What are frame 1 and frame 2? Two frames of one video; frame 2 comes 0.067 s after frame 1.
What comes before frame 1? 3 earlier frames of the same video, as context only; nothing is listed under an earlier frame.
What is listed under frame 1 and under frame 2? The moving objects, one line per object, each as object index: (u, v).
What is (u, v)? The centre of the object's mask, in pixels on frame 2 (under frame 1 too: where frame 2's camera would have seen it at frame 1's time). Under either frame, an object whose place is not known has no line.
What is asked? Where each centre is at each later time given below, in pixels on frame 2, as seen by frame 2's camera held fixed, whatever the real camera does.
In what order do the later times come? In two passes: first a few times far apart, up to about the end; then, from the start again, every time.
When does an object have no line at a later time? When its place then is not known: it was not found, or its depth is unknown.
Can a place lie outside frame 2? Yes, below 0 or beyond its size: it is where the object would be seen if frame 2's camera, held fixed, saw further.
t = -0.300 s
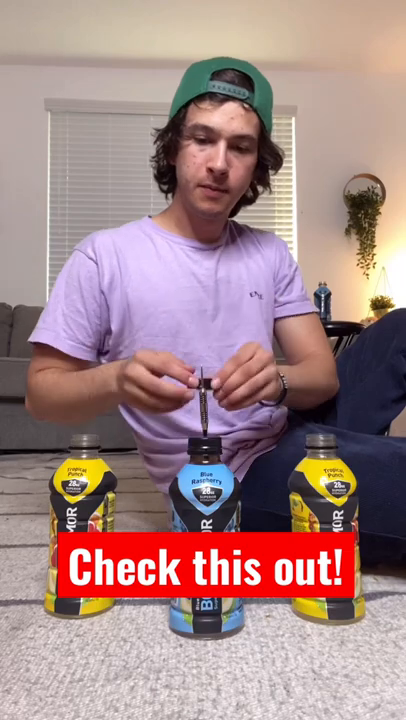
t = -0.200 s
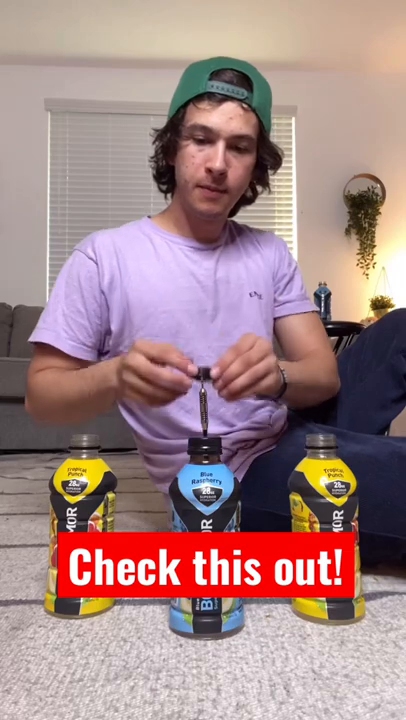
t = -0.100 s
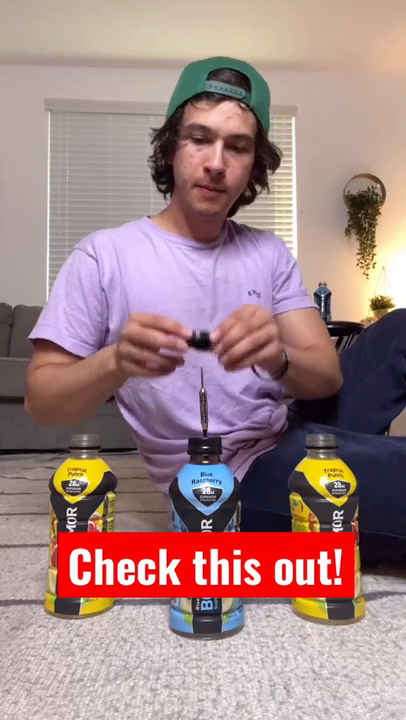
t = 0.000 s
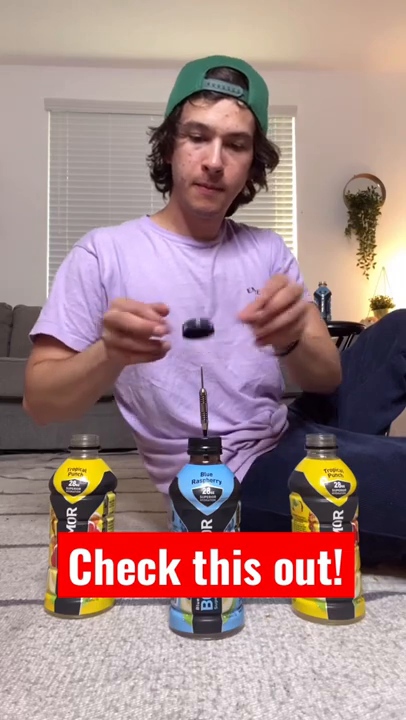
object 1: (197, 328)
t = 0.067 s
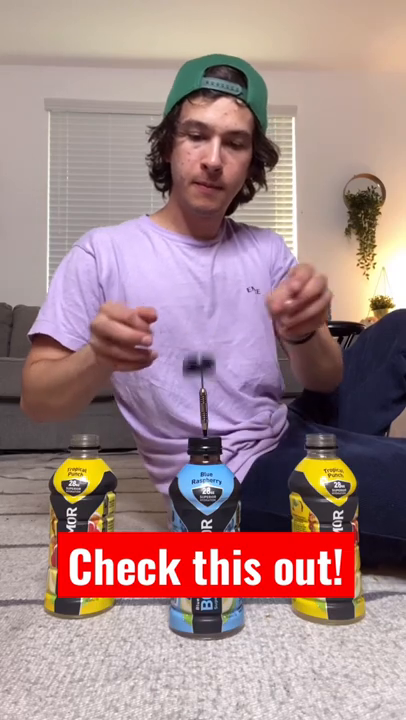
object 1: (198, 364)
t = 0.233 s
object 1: (211, 376)
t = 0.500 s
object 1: (211, 376)
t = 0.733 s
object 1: (210, 377)
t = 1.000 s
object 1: (212, 374)
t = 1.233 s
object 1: (212, 375)
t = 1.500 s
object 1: (210, 377)
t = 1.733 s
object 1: (212, 375)
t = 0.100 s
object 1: (199, 364)
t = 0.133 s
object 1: (200, 366)
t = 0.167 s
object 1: (202, 374)
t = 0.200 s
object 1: (205, 377)
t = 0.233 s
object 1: (211, 376)
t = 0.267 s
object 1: (210, 373)
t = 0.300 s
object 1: (200, 372)
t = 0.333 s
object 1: (192, 375)
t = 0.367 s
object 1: (192, 377)
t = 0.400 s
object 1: (199, 376)
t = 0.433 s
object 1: (208, 376)
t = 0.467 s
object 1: (213, 375)
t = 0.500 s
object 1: (211, 376)
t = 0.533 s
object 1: (206, 378)
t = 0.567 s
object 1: (196, 376)
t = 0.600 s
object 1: (190, 376)
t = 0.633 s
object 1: (192, 374)
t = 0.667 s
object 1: (201, 374)
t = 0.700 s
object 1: (208, 376)
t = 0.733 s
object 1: (210, 377)
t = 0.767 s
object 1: (204, 376)
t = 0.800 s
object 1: (195, 375)
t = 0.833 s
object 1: (190, 375)
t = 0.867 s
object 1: (190, 376)
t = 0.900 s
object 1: (196, 378)
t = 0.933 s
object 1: (205, 378)
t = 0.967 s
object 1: (212, 376)
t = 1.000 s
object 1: (212, 374)
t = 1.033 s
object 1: (206, 374)
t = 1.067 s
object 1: (197, 376)
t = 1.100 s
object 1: (192, 377)
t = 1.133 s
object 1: (195, 377)
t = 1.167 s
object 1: (203, 376)
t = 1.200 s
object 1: (210, 375)
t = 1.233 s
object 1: (212, 375)
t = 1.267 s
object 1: (208, 378)
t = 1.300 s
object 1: (200, 378)
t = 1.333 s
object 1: (192, 376)
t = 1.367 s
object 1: (189, 375)
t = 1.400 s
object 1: (192, 375)
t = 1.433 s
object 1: (200, 376)
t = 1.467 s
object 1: (207, 378)
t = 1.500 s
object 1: (210, 377)
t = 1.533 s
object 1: (205, 375)
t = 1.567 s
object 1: (197, 374)
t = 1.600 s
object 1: (192, 375)
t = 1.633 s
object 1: (192, 377)
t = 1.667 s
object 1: (198, 379)
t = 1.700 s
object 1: (206, 378)
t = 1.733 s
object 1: (212, 375)
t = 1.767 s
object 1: (212, 376)
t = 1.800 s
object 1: (208, 377)
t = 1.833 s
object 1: (200, 378)
